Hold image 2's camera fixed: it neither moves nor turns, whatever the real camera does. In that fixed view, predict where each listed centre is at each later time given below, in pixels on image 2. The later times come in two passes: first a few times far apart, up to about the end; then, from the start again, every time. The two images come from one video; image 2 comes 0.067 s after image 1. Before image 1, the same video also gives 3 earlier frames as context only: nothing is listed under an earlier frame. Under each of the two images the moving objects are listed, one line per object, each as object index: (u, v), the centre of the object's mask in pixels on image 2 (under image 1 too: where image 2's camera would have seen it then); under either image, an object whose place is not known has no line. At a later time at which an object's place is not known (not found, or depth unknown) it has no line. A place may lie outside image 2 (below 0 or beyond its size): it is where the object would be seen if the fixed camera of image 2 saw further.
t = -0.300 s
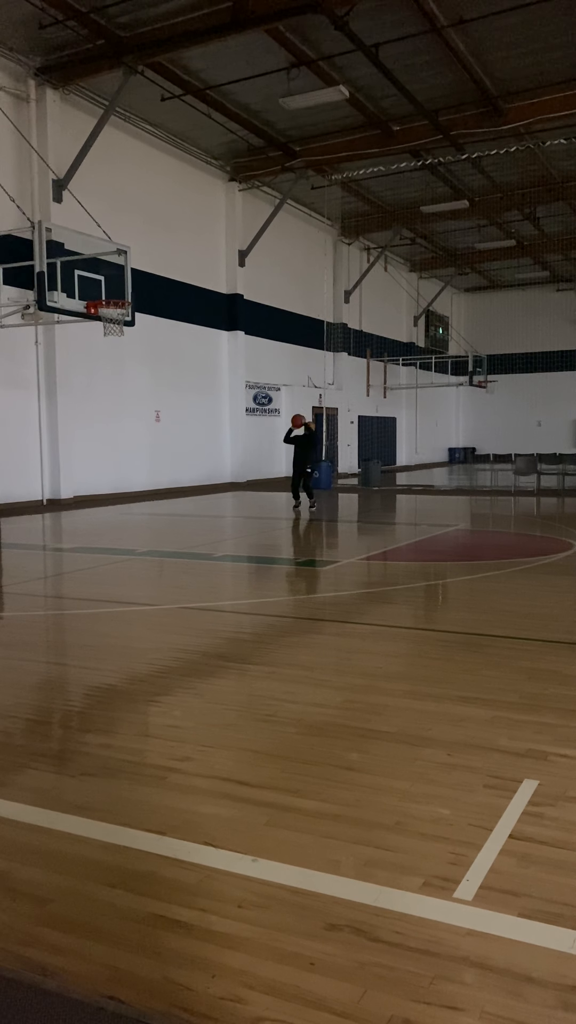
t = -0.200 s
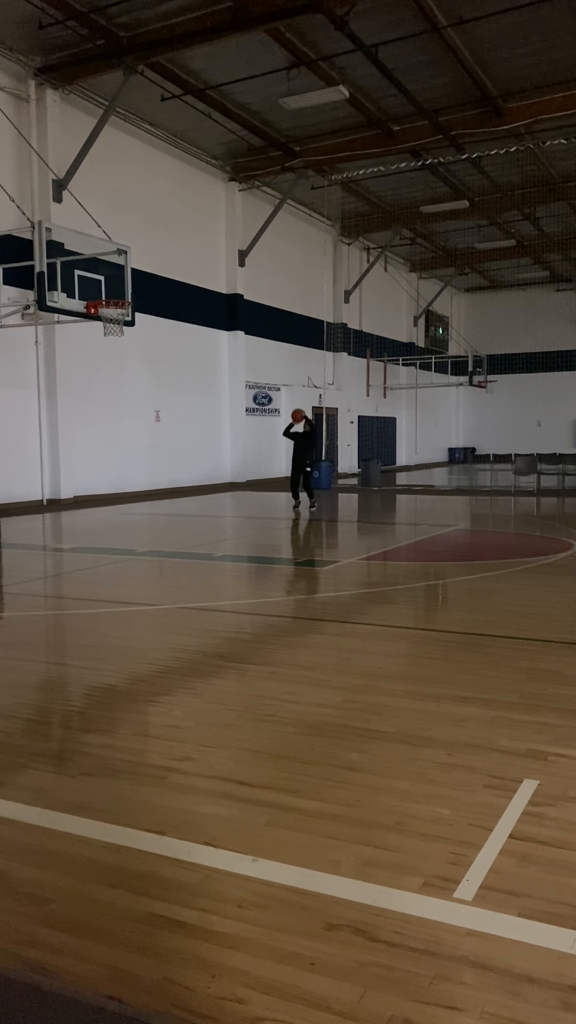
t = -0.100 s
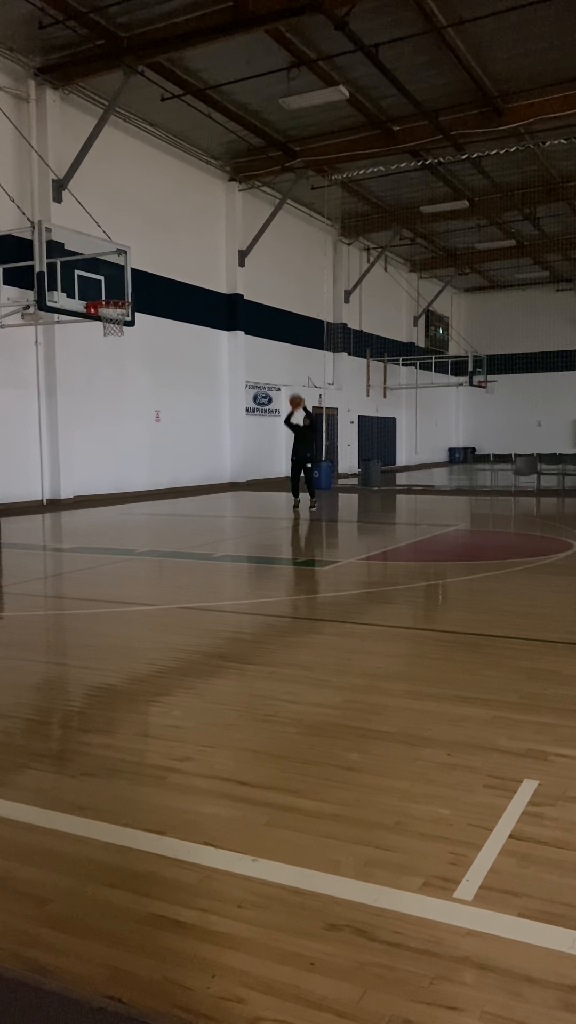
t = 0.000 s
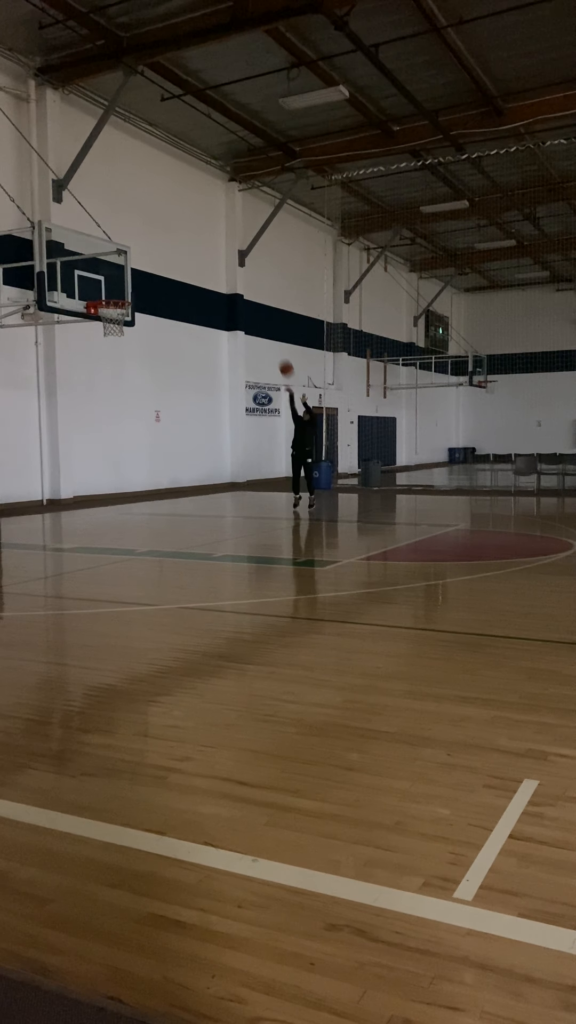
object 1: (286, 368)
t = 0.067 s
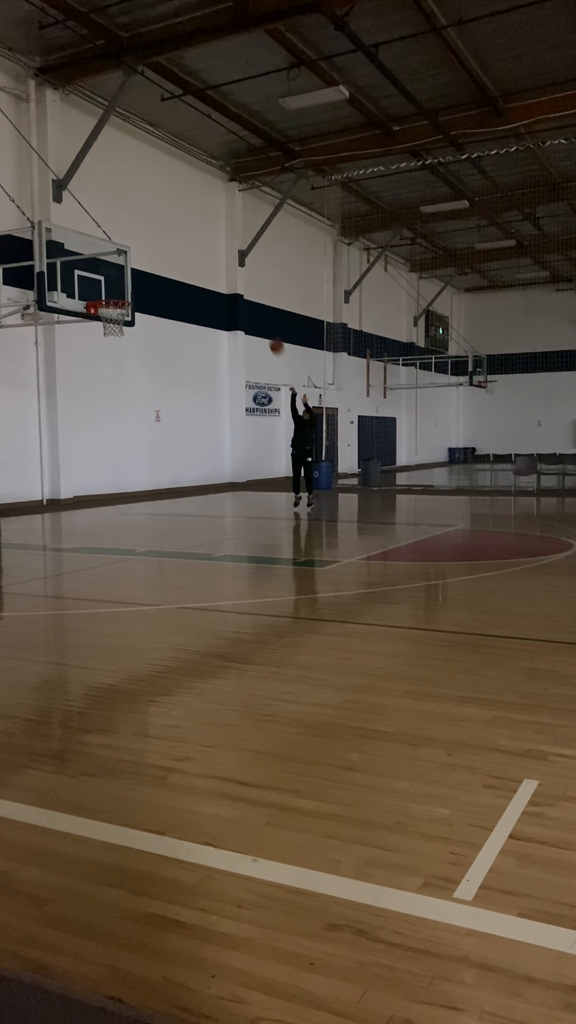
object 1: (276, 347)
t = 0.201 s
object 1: (257, 307)
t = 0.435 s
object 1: (220, 260)
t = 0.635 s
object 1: (187, 247)
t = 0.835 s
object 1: (152, 261)
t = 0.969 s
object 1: (129, 288)
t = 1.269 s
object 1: (94, 335)
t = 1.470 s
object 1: (82, 380)
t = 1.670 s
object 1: (72, 454)
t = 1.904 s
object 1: (67, 493)
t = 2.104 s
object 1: (73, 437)
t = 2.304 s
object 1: (81, 412)
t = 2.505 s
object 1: (90, 417)
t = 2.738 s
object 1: (101, 459)
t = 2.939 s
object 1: (110, 519)
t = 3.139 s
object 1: (114, 473)
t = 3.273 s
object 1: (117, 459)
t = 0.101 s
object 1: (272, 335)
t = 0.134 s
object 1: (267, 325)
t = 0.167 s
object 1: (262, 315)
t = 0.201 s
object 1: (257, 307)
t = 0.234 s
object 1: (252, 298)
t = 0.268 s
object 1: (247, 290)
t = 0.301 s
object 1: (241, 283)
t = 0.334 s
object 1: (236, 276)
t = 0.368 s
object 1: (231, 270)
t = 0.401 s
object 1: (226, 265)
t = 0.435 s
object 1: (220, 260)
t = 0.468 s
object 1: (215, 256)
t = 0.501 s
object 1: (210, 253)
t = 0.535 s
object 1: (204, 250)
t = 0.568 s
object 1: (198, 249)
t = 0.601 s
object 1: (193, 248)
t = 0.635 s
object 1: (187, 247)
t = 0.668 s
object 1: (182, 248)
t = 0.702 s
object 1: (176, 249)
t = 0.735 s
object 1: (170, 251)
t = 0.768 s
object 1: (164, 253)
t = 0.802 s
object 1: (158, 257)
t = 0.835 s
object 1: (152, 261)
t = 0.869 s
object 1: (147, 266)
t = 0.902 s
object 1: (140, 273)
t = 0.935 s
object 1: (135, 279)
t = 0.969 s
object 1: (129, 288)
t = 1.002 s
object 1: (122, 295)
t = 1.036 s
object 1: (117, 305)
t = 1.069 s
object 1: (110, 314)
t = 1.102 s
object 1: (104, 321)
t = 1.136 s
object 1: (102, 321)
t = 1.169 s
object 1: (100, 324)
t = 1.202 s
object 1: (98, 326)
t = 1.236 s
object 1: (96, 331)
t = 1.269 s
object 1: (94, 335)
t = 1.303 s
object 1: (92, 340)
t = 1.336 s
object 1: (90, 347)
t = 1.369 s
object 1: (88, 354)
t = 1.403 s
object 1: (86, 362)
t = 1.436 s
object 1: (84, 370)
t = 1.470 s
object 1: (82, 380)
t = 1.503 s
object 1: (81, 391)
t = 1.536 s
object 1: (79, 401)
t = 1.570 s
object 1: (77, 413)
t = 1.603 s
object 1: (75, 426)
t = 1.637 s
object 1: (73, 440)
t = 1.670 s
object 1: (72, 454)
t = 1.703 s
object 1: (70, 470)
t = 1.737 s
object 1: (68, 485)
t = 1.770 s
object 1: (66, 502)
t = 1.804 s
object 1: (64, 520)
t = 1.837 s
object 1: (64, 520)
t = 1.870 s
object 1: (65, 505)
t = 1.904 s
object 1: (67, 493)
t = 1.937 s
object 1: (68, 481)
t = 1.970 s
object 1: (69, 471)
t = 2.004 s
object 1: (70, 461)
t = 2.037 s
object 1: (71, 452)
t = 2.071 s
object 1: (72, 444)
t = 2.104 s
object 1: (73, 437)
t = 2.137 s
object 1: (75, 431)
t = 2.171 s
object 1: (76, 426)
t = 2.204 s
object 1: (77, 421)
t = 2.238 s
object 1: (78, 417)
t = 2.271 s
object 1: (80, 415)
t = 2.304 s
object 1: (81, 412)
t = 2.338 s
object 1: (83, 411)
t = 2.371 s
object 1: (84, 411)
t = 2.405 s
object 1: (85, 411)
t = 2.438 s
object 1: (87, 413)
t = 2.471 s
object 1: (88, 415)
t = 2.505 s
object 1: (90, 417)
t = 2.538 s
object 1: (91, 421)
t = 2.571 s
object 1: (93, 426)
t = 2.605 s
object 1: (95, 431)
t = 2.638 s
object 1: (96, 436)
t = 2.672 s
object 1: (97, 443)
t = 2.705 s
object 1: (99, 451)
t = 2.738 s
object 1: (101, 459)
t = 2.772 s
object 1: (102, 468)
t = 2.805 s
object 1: (104, 478)
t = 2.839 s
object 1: (105, 488)
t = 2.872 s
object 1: (107, 499)
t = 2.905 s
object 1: (109, 512)
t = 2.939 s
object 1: (110, 519)
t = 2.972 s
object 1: (110, 511)
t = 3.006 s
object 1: (111, 501)
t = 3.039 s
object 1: (112, 493)
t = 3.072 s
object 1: (112, 485)
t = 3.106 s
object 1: (113, 479)
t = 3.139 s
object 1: (114, 473)
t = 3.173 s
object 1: (114, 469)
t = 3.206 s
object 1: (115, 464)
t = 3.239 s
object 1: (116, 461)
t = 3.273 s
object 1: (117, 459)
